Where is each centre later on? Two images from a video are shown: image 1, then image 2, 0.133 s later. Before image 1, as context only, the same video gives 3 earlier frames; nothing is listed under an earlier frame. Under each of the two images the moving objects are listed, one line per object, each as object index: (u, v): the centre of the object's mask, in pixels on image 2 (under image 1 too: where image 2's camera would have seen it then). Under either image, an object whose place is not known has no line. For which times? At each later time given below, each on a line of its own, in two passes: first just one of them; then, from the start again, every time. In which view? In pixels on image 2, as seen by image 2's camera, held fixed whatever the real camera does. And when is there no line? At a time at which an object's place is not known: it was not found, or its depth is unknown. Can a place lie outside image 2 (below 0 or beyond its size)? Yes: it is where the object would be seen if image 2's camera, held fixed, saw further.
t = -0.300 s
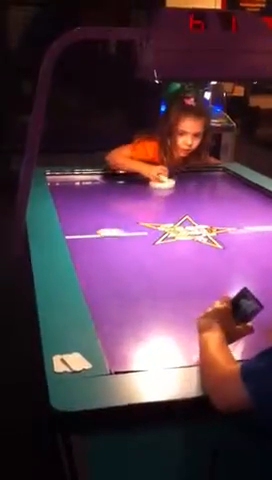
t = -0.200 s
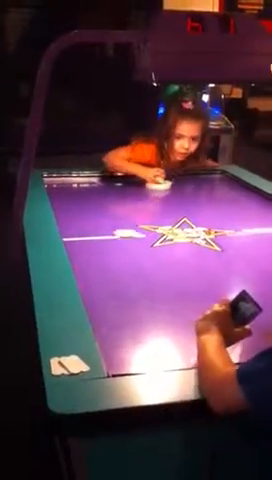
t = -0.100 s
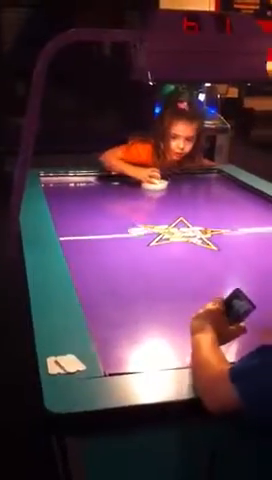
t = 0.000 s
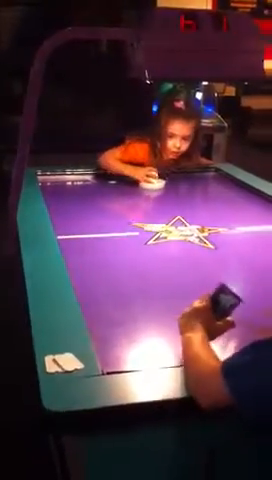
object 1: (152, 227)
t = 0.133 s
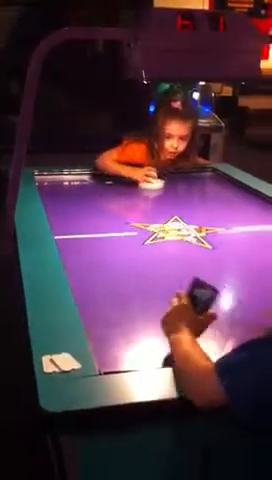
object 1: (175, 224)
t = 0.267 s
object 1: (196, 223)
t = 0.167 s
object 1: (181, 224)
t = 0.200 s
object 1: (189, 224)
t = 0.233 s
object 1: (193, 223)
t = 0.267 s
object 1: (196, 223)
